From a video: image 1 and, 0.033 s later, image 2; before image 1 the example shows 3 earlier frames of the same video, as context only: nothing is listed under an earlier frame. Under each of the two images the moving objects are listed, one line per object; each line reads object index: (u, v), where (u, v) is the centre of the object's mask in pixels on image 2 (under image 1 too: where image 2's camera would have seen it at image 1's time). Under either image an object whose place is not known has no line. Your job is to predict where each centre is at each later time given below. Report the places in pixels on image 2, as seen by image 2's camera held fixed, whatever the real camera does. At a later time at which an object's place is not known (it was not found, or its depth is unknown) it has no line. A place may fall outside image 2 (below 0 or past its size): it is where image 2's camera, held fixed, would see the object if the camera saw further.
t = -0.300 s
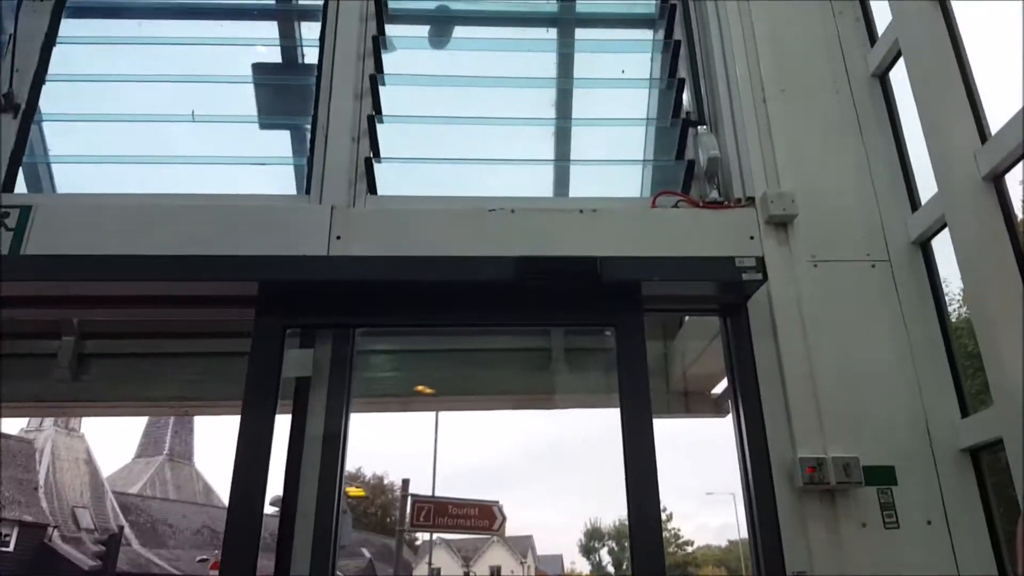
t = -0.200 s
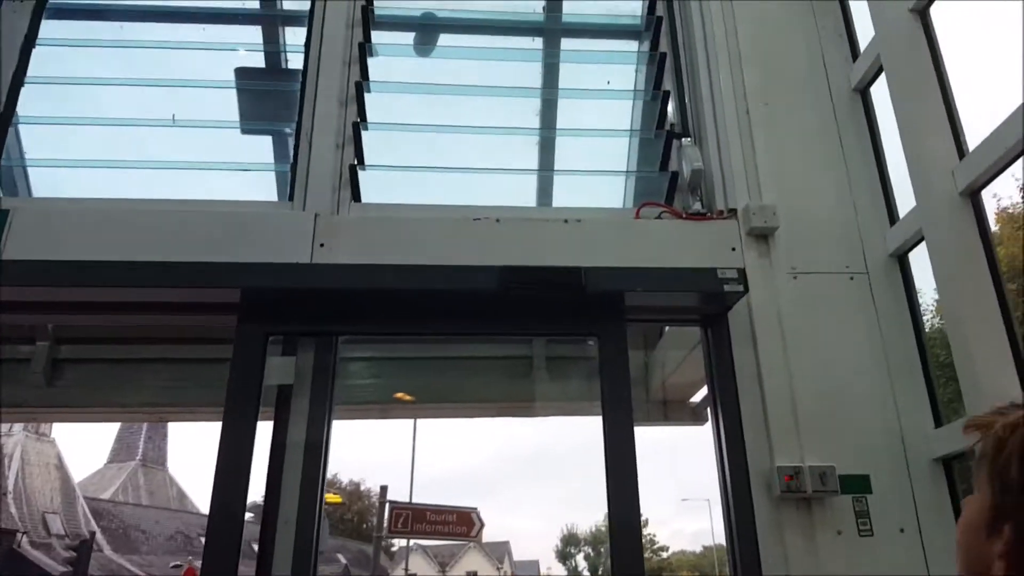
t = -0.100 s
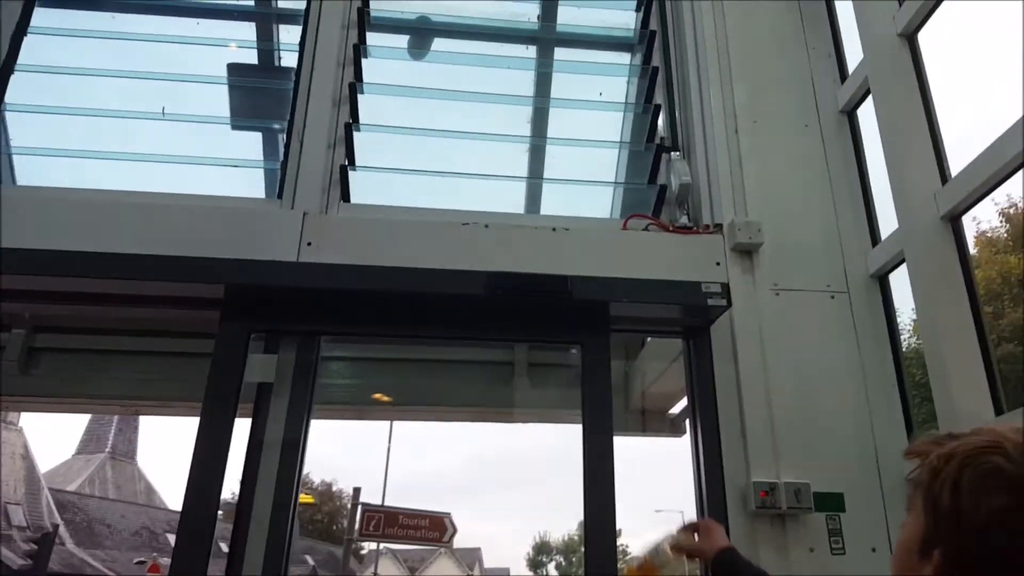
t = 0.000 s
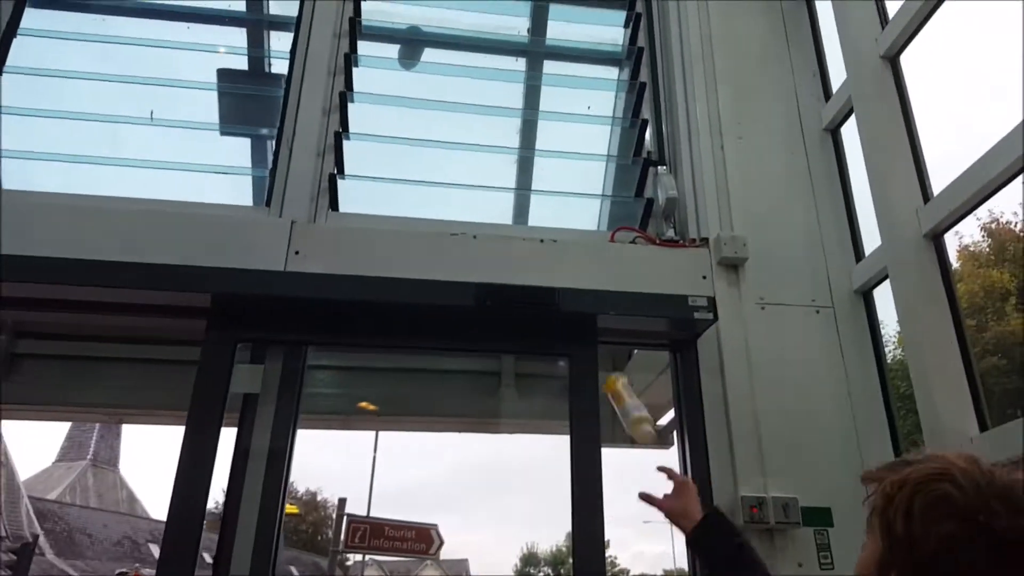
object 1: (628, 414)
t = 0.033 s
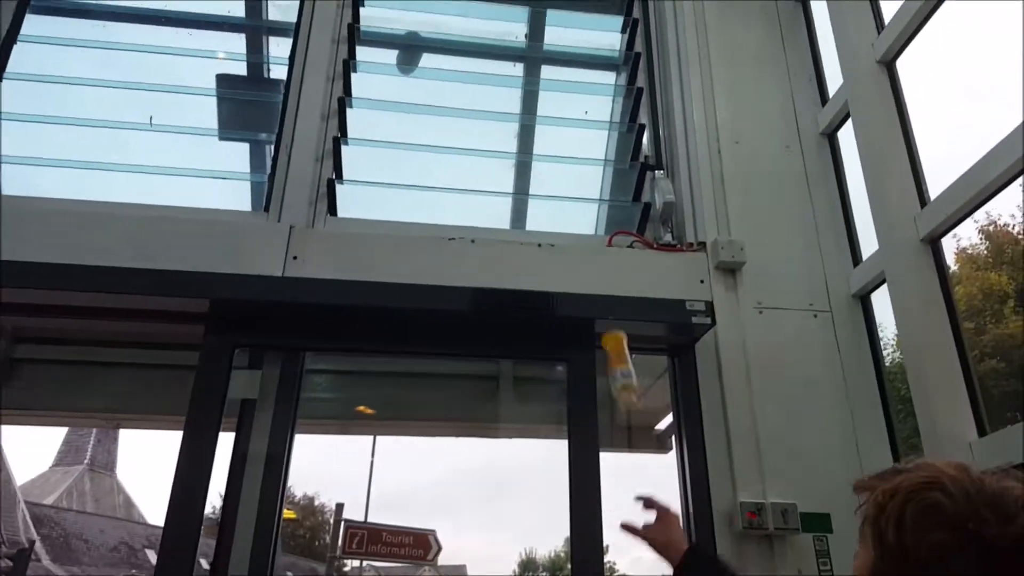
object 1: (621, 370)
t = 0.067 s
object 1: (616, 332)
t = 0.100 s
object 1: (612, 292)
